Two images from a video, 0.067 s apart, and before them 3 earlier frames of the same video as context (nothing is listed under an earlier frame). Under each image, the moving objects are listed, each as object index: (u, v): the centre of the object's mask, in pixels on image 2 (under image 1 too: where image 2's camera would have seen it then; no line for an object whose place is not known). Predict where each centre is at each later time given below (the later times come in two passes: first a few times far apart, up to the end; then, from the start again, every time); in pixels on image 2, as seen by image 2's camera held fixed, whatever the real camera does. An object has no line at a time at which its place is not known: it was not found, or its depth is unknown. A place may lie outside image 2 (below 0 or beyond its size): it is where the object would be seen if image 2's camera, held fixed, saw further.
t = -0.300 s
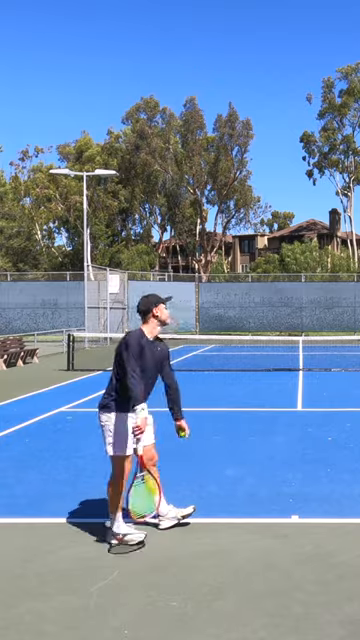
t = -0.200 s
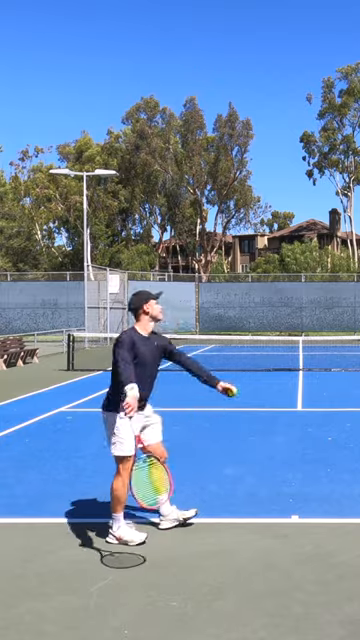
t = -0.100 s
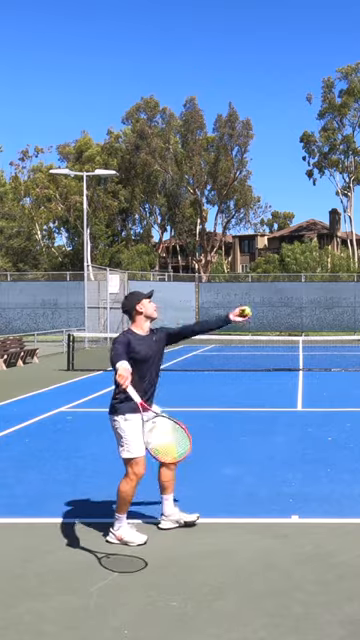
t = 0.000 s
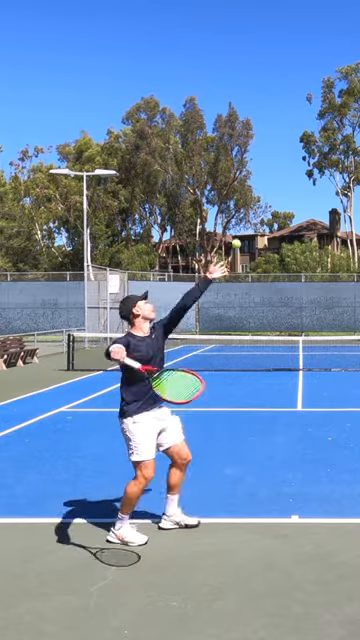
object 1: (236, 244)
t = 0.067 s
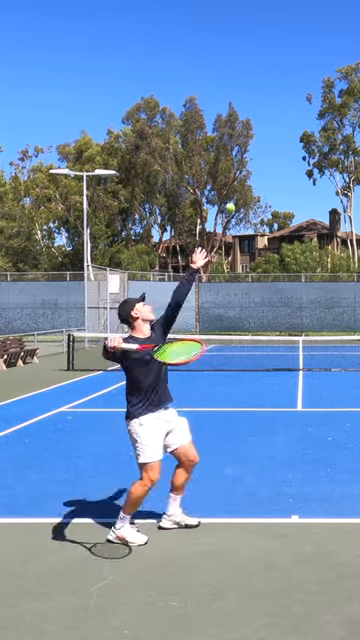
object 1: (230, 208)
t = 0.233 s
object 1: (215, 145)
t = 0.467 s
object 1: (198, 117)
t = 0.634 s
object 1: (185, 138)
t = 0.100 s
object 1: (227, 192)
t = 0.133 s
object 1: (223, 179)
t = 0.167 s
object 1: (221, 165)
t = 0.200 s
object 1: (218, 155)
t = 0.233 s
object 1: (215, 145)
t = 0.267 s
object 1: (212, 137)
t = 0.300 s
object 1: (210, 132)
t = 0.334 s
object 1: (207, 124)
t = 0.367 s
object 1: (204, 121)
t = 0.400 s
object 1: (202, 118)
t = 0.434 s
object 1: (200, 117)
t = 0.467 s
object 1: (198, 117)
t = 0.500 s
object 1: (195, 119)
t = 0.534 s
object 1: (192, 121)
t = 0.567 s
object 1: (189, 125)
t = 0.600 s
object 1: (187, 131)
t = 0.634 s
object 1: (185, 138)
